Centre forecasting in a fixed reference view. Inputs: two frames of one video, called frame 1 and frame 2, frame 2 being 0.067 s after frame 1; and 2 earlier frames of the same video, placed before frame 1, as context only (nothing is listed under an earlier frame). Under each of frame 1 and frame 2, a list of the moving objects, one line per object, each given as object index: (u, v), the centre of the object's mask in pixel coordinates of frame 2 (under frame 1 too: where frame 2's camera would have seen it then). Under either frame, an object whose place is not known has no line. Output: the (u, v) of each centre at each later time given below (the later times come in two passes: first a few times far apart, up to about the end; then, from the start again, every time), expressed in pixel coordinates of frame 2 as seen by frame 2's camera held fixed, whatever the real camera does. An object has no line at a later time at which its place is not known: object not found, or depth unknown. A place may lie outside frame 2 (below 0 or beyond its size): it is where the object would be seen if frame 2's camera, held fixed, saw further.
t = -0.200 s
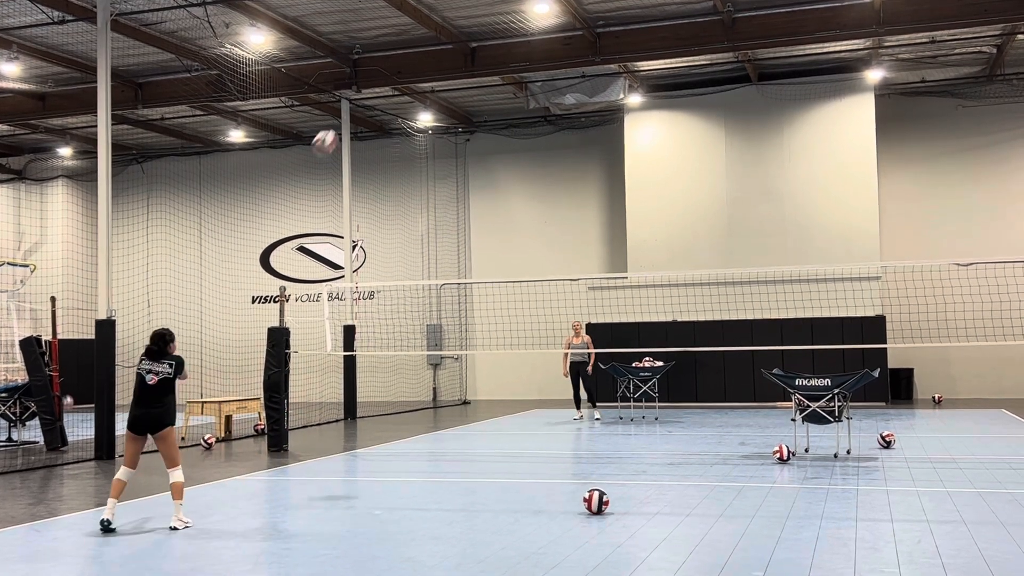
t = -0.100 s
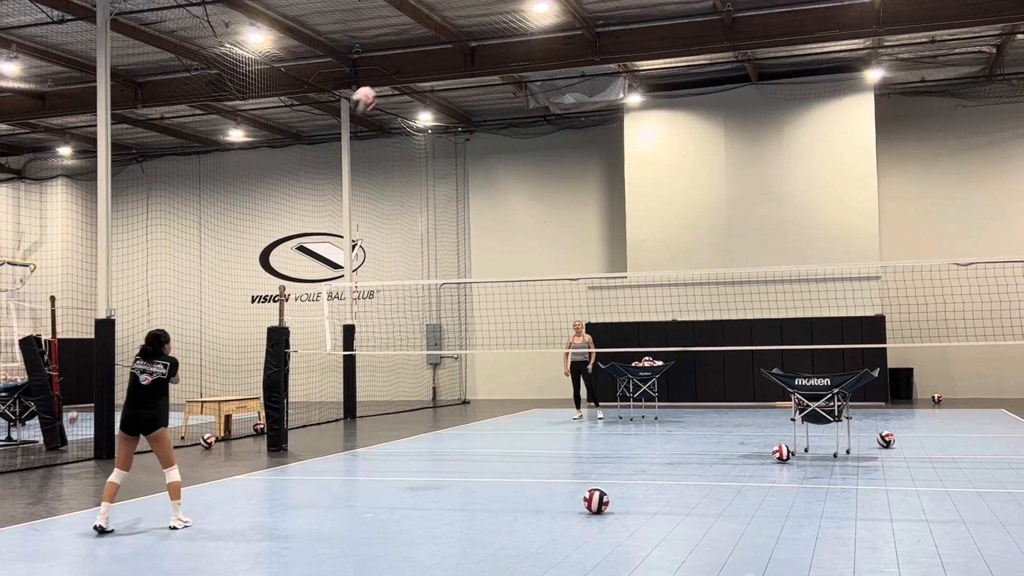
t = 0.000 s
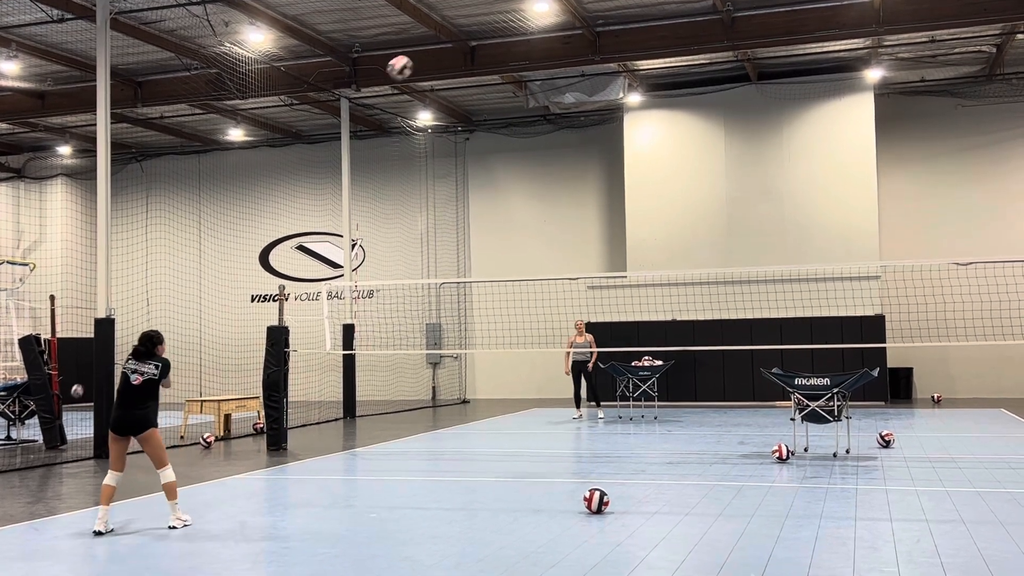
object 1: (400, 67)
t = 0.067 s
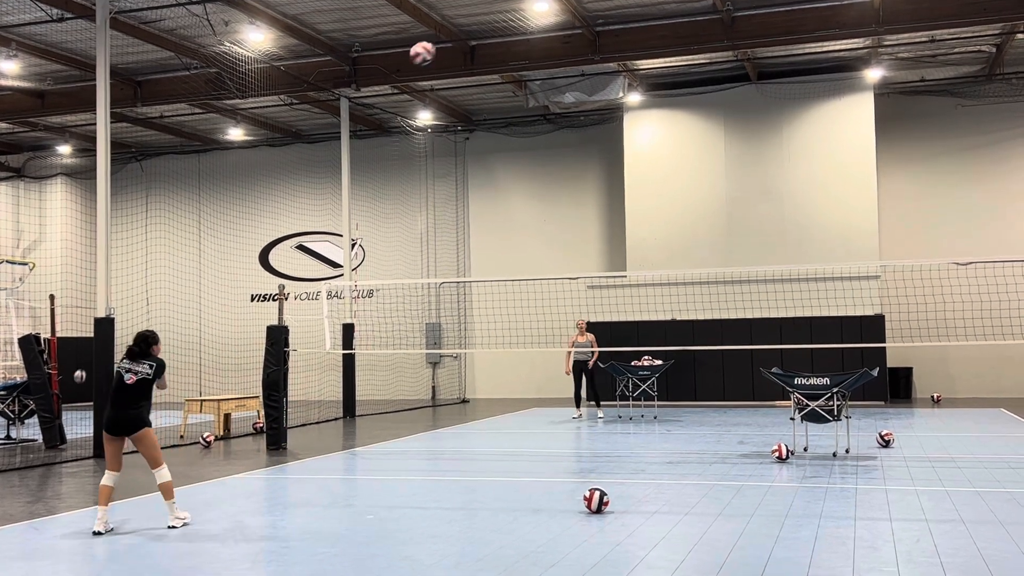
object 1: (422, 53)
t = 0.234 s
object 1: (478, 37)
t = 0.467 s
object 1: (551, 58)
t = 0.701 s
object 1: (616, 125)
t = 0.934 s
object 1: (680, 236)
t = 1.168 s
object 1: (737, 380)
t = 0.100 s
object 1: (434, 47)
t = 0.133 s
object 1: (445, 43)
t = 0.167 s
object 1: (457, 40)
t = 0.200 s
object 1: (467, 38)
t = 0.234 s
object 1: (478, 37)
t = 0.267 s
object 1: (489, 37)
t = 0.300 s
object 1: (499, 38)
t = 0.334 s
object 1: (510, 40)
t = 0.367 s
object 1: (520, 43)
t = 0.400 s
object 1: (530, 47)
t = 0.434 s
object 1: (540, 52)
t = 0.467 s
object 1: (551, 58)
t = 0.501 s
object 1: (560, 65)
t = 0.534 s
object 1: (571, 73)
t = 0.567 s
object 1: (581, 81)
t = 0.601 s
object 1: (590, 91)
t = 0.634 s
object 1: (599, 102)
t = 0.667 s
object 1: (609, 113)
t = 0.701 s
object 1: (616, 125)
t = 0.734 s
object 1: (624, 139)
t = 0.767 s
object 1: (635, 154)
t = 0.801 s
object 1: (644, 169)
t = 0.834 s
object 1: (653, 185)
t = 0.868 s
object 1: (663, 201)
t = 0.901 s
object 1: (671, 218)
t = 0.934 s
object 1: (680, 236)
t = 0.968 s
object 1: (688, 254)
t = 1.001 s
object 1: (696, 271)
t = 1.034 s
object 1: (704, 293)
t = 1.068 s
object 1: (713, 315)
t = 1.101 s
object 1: (721, 334)
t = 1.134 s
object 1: (730, 358)
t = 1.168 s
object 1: (737, 380)
